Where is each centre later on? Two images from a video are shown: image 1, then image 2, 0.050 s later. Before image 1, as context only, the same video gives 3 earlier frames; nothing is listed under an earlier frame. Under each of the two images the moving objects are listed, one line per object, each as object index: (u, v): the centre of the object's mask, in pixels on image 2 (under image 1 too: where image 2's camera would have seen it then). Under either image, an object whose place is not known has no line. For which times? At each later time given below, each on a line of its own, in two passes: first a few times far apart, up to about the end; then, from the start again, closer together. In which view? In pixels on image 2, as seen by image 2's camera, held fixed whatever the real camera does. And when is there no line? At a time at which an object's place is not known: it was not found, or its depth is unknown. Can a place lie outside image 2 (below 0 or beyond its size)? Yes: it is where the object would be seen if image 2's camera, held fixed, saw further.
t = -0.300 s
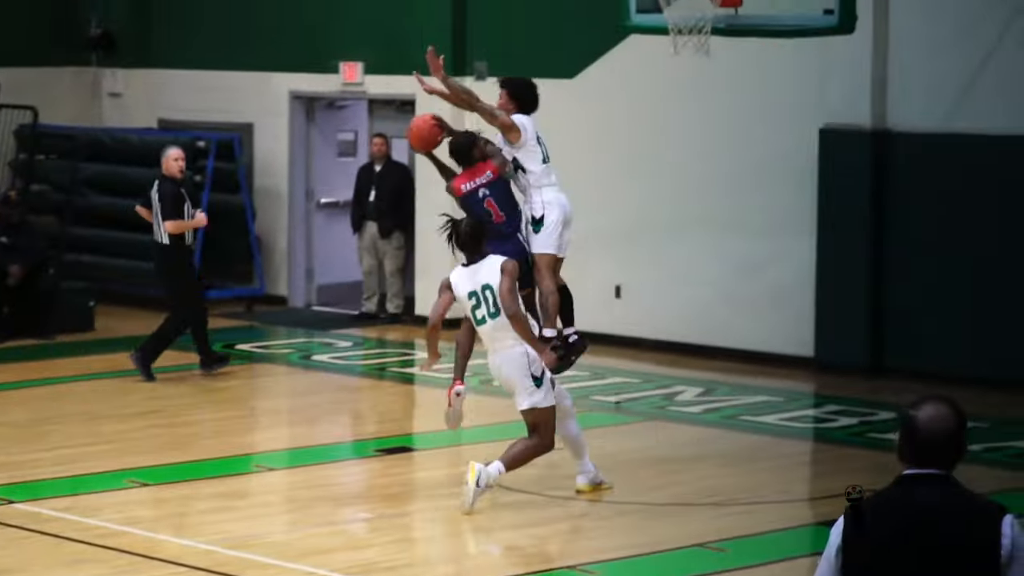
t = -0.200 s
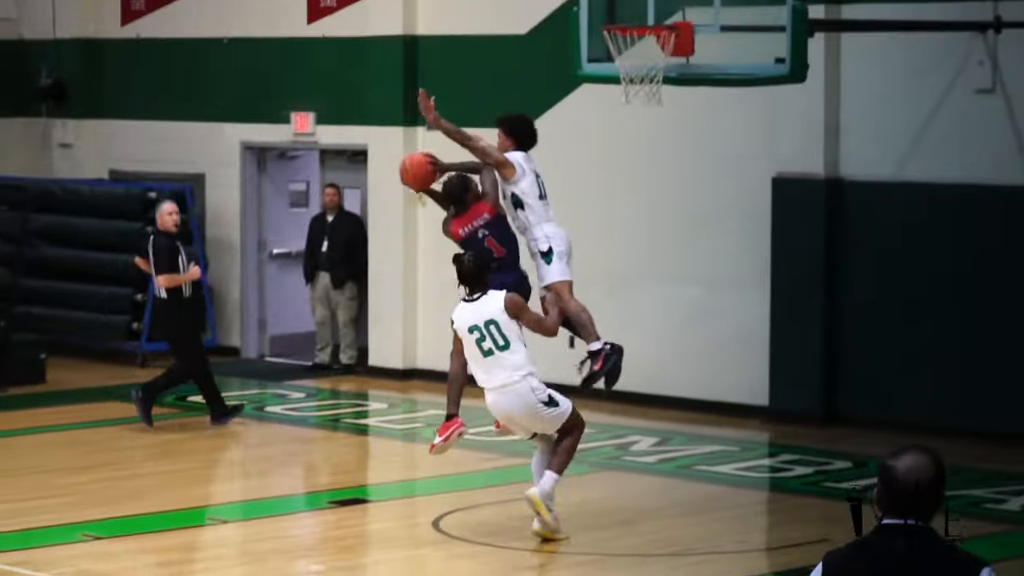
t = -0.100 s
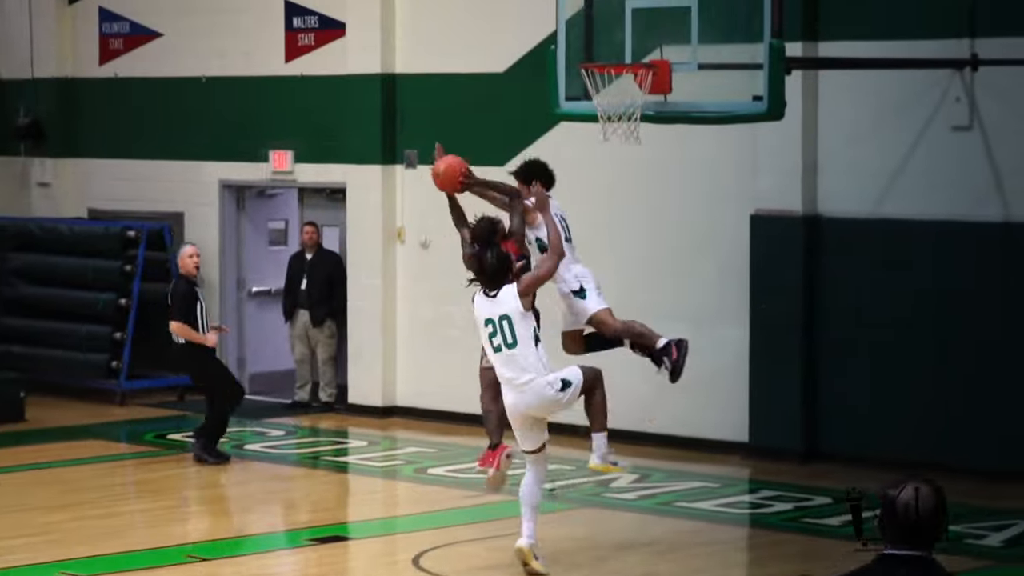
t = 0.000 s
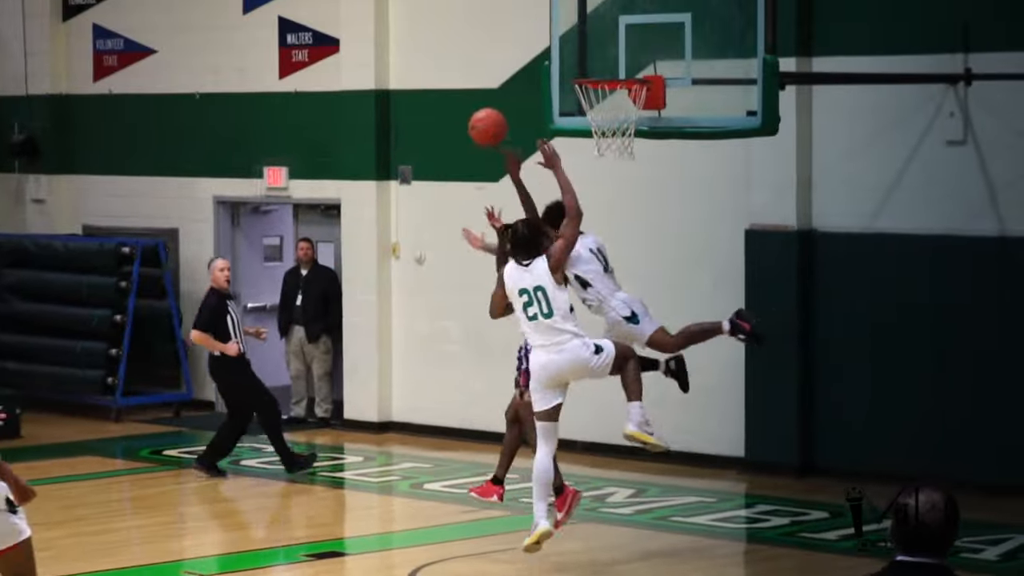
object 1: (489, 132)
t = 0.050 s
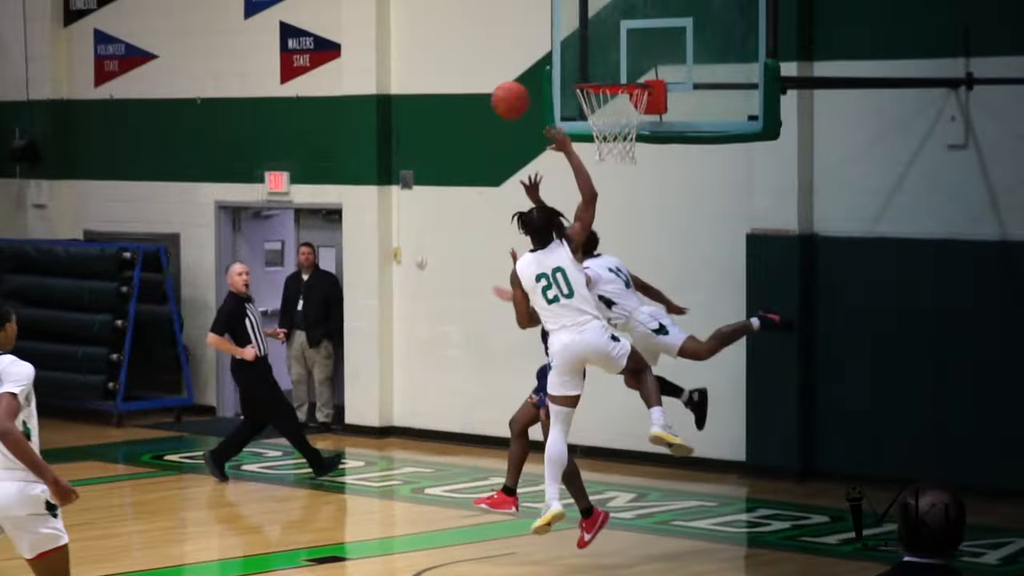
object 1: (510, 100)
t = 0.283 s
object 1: (583, 9)
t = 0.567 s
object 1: (537, 51)
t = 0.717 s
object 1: (513, 127)
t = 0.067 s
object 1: (517, 90)
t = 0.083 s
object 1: (523, 81)
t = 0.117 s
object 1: (537, 64)
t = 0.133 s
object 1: (544, 56)
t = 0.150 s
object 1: (551, 48)
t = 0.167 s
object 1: (557, 40)
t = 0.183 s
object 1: (564, 34)
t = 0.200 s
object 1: (571, 28)
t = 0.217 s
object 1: (578, 22)
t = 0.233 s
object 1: (585, 17)
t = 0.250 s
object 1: (588, 13)
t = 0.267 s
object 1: (586, 10)
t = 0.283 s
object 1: (583, 9)
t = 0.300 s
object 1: (581, 8)
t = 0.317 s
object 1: (578, 8)
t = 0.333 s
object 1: (576, 7)
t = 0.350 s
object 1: (573, 8)
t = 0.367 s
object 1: (570, 8)
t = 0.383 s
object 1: (568, 9)
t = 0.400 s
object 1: (566, 11)
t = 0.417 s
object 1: (564, 13)
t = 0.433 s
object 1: (560, 15)
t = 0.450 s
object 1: (557, 18)
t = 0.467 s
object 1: (554, 21)
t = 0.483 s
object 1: (552, 26)
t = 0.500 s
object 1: (549, 30)
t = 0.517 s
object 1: (546, 34)
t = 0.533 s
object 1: (543, 40)
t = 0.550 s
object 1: (540, 45)
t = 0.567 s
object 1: (537, 51)
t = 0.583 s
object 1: (535, 58)
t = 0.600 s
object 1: (532, 65)
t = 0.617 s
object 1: (529, 73)
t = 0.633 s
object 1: (526, 80)
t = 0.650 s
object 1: (524, 89)
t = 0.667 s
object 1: (521, 98)
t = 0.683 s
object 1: (519, 107)
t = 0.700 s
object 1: (516, 117)
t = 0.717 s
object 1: (513, 127)
